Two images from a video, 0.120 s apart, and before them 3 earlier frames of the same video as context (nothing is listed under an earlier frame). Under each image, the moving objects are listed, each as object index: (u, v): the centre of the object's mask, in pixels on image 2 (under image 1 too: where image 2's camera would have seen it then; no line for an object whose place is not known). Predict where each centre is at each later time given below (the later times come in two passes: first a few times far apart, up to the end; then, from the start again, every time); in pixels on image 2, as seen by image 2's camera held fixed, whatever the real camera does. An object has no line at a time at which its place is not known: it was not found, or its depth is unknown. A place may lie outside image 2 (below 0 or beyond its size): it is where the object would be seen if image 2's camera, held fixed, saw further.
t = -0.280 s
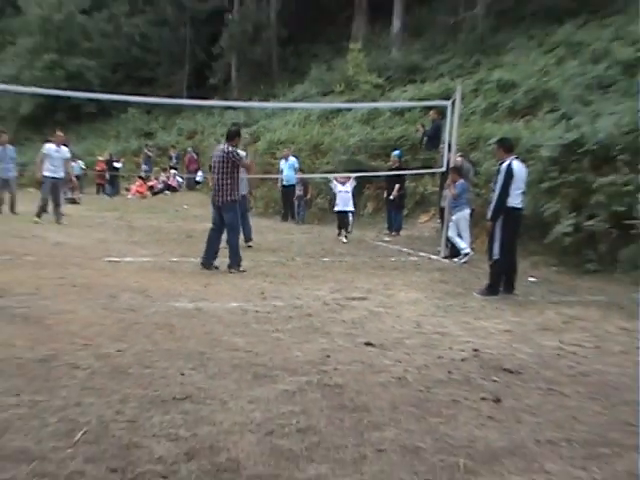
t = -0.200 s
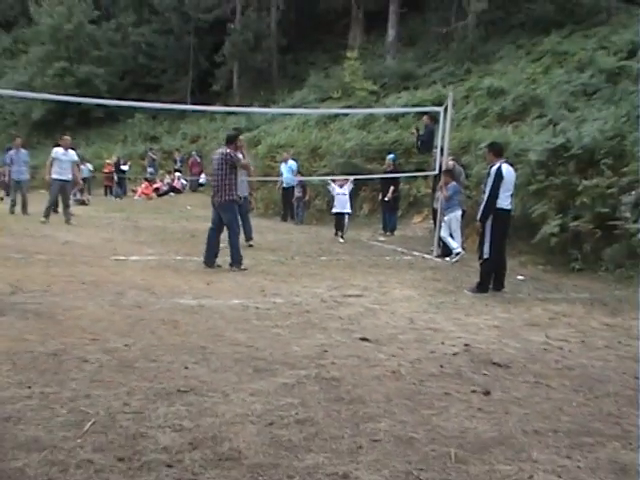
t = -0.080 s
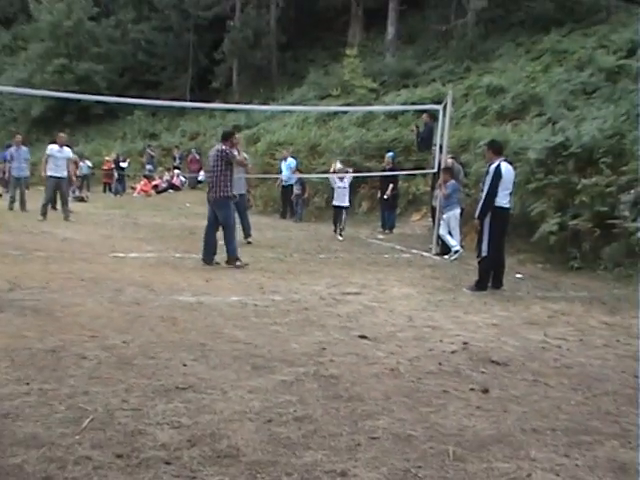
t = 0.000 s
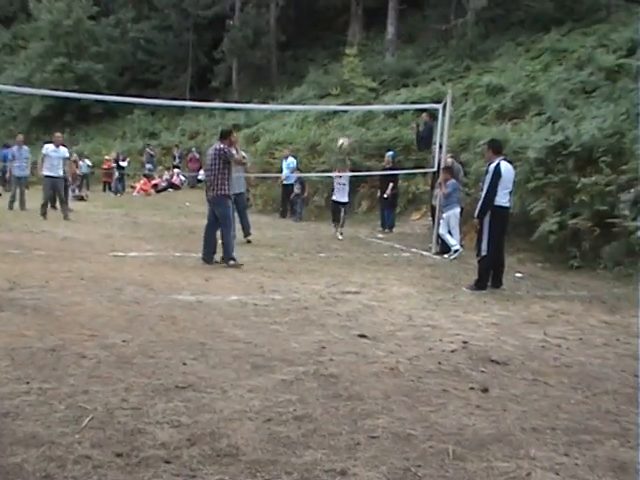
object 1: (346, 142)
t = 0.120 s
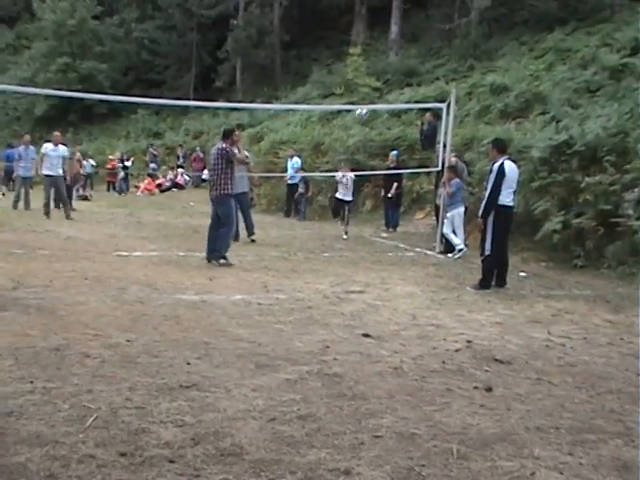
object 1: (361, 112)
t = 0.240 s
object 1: (378, 89)
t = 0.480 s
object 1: (415, 67)
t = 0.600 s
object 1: (437, 69)
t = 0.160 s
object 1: (366, 102)
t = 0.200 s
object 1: (372, 96)
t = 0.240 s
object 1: (378, 89)
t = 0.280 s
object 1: (383, 83)
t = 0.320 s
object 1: (389, 77)
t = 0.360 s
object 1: (395, 74)
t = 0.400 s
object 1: (401, 71)
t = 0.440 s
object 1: (408, 68)
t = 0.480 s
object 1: (415, 67)
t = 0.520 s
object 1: (422, 66)
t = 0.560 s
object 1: (429, 66)
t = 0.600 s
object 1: (437, 69)
